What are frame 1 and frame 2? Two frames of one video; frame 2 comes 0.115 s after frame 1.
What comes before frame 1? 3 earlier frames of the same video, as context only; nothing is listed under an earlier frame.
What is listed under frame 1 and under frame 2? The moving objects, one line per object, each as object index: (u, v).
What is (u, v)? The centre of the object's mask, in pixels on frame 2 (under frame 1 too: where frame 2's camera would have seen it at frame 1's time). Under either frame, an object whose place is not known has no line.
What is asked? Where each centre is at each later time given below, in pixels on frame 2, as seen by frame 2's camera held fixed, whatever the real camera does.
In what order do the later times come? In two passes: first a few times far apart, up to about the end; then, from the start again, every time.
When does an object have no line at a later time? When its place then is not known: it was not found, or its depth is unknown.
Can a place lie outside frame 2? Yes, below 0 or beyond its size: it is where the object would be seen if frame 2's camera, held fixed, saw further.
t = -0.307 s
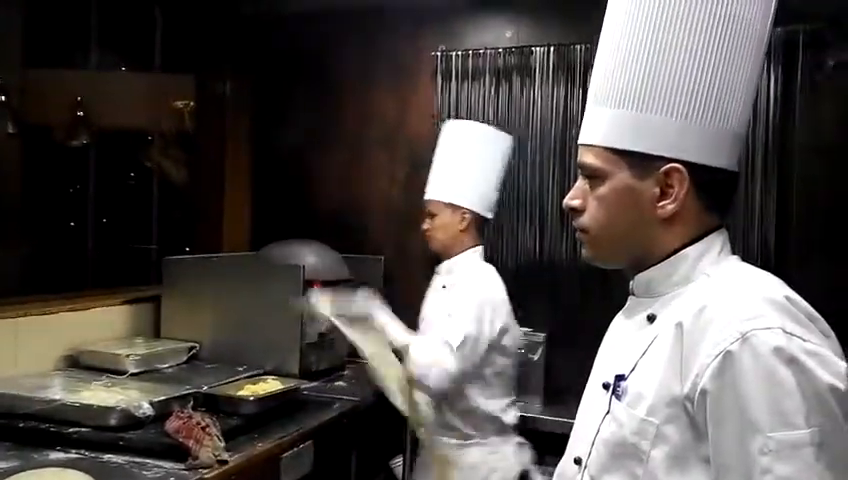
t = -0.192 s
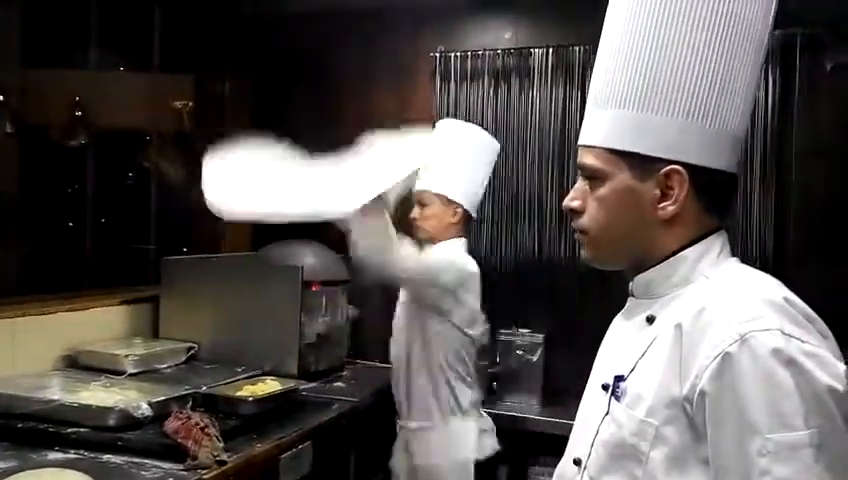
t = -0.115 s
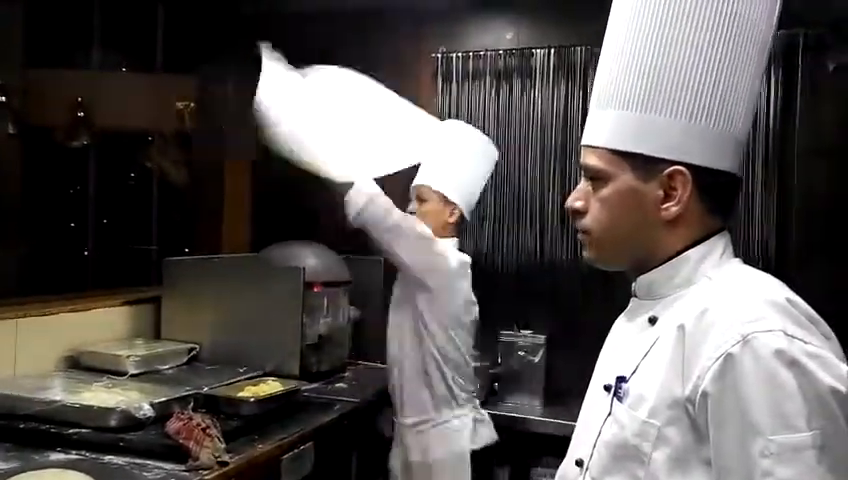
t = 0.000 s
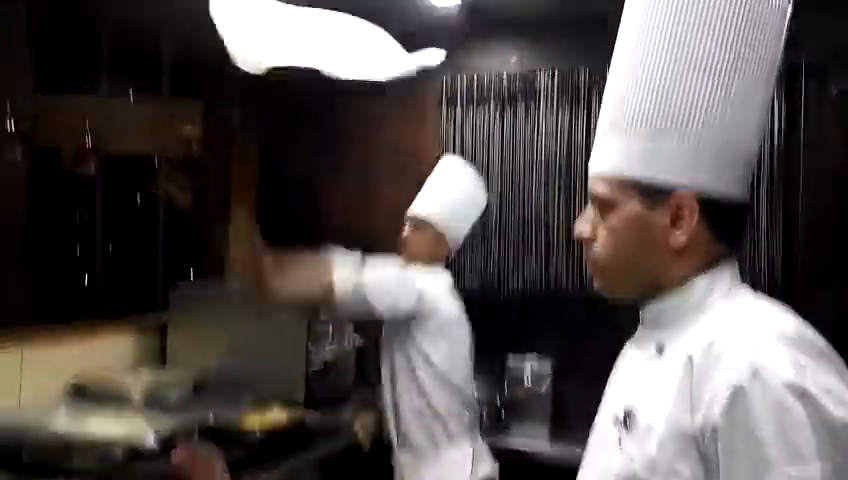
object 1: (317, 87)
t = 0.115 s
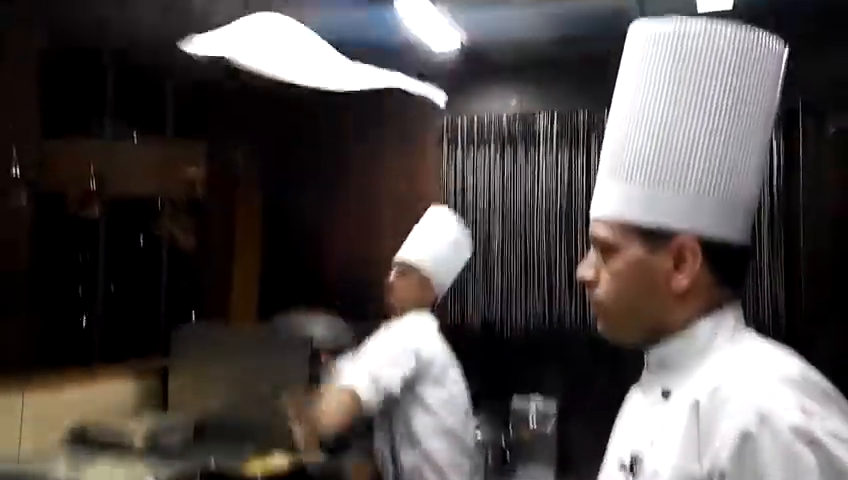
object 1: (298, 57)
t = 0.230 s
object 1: (299, 46)
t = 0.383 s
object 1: (304, 76)
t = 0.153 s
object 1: (293, 51)
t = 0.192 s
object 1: (284, 45)
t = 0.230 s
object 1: (299, 46)
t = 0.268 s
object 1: (313, 57)
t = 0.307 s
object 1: (301, 63)
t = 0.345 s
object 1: (300, 67)
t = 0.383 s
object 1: (304, 76)
